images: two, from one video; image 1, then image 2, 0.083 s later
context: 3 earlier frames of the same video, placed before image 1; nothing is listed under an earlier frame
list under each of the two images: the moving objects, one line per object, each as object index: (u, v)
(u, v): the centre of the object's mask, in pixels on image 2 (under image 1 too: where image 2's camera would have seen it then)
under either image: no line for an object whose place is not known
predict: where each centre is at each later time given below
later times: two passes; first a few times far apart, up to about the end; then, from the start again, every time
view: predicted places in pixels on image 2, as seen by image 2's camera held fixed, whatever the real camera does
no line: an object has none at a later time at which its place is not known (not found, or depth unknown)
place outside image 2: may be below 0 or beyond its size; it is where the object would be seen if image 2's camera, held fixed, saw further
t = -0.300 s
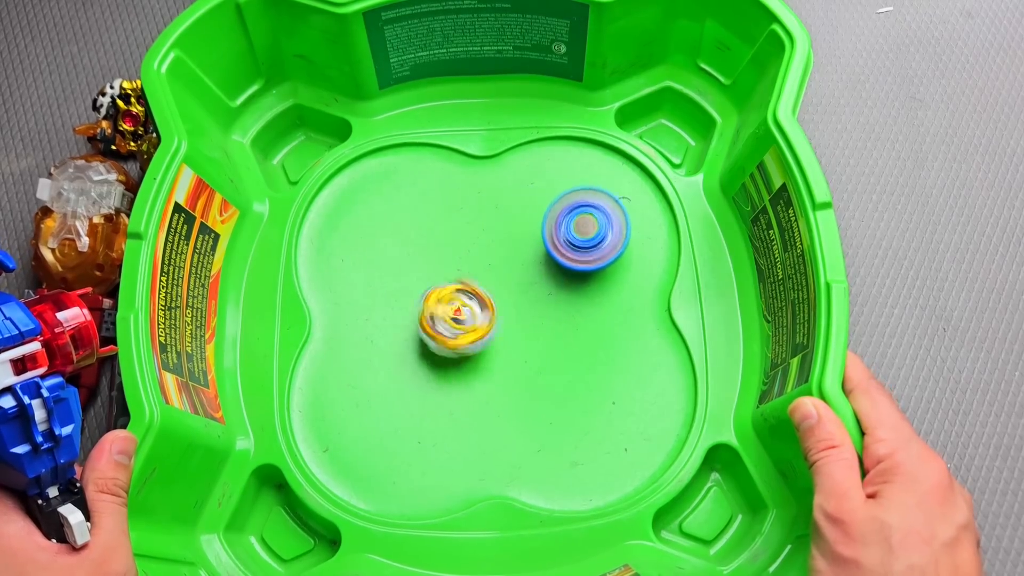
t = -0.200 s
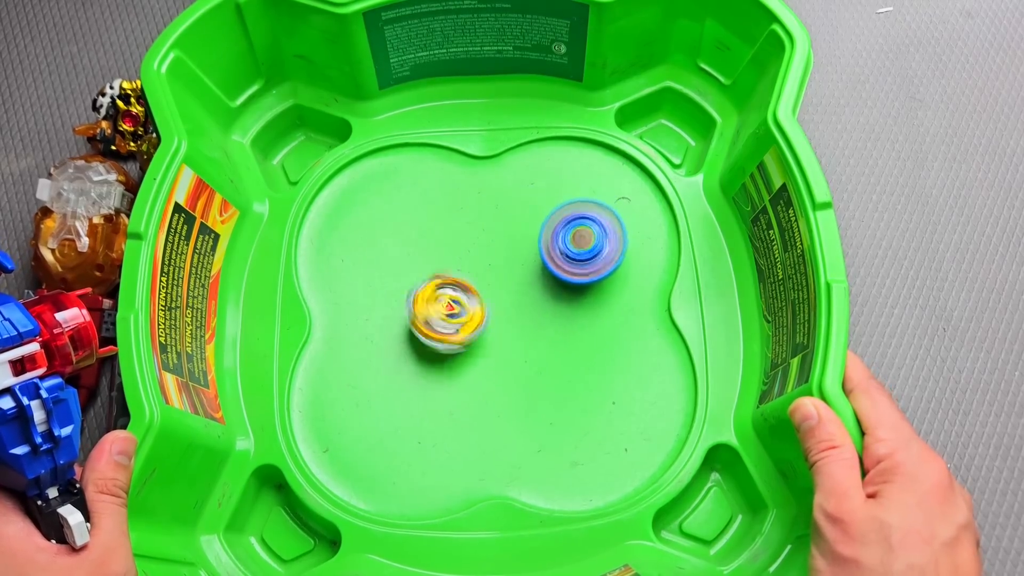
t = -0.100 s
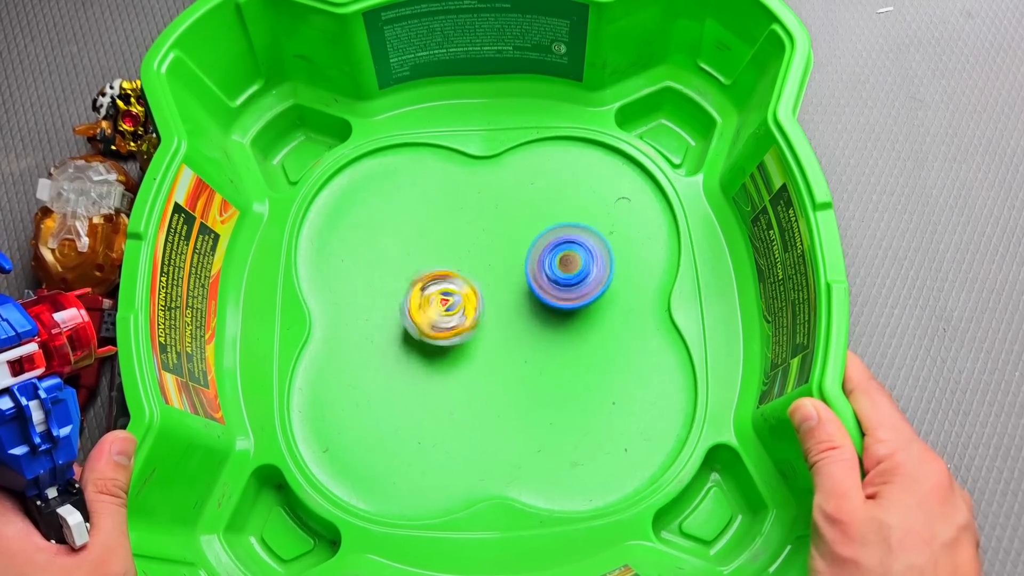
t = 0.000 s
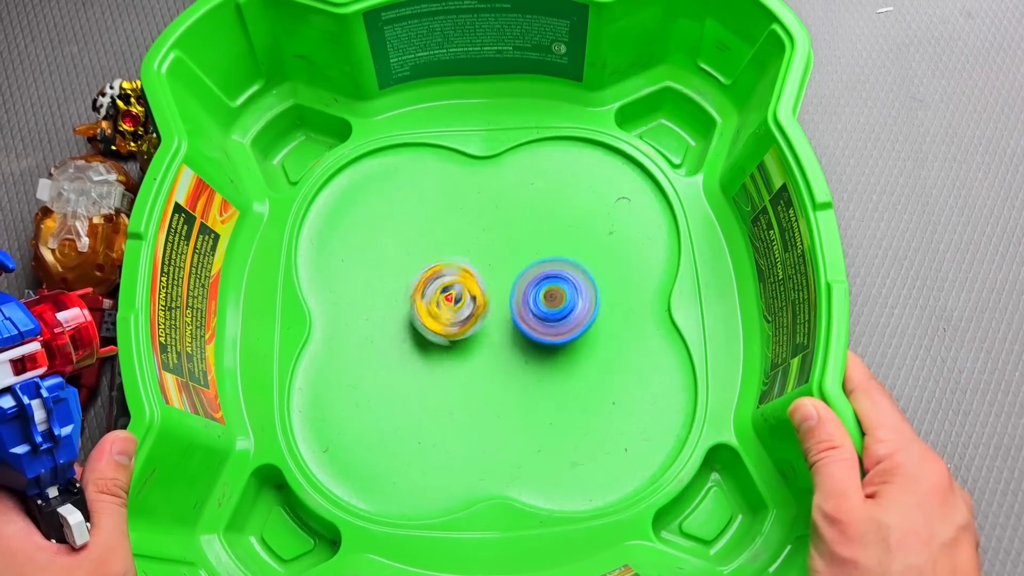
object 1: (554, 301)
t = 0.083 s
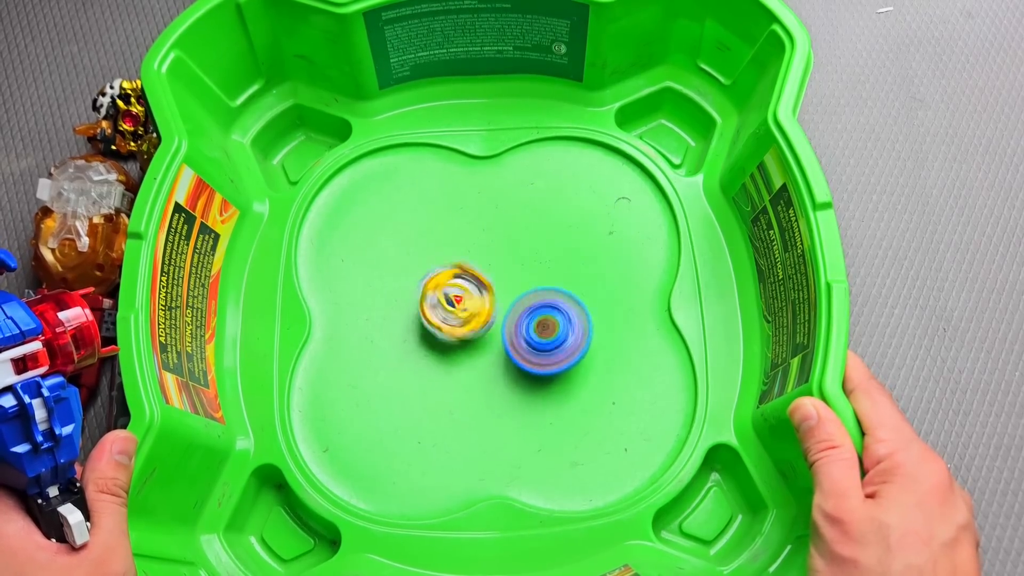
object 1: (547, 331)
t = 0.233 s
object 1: (548, 377)
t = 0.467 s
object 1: (570, 415)
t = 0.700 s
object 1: (543, 397)
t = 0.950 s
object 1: (498, 374)
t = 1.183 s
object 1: (432, 360)
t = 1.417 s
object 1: (418, 366)
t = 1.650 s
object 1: (373, 361)
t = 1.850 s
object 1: (346, 341)
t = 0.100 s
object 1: (546, 337)
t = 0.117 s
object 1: (546, 342)
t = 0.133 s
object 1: (545, 347)
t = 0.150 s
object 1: (544, 352)
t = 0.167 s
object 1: (543, 357)
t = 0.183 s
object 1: (544, 362)
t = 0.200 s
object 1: (545, 367)
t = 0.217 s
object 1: (546, 372)
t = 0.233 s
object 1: (548, 377)
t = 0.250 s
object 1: (549, 383)
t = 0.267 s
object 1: (552, 388)
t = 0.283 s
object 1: (556, 393)
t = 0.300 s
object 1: (559, 396)
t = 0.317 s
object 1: (561, 400)
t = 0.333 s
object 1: (563, 404)
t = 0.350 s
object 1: (566, 408)
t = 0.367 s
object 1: (568, 410)
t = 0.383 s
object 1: (570, 411)
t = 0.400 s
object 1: (570, 413)
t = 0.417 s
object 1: (571, 415)
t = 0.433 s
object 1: (572, 416)
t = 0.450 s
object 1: (571, 416)
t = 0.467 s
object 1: (570, 415)
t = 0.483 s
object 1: (568, 414)
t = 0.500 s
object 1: (567, 413)
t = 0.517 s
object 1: (566, 411)
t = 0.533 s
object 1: (563, 408)
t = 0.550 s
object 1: (559, 404)
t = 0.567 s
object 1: (556, 402)
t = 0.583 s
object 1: (553, 399)
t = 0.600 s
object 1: (551, 397)
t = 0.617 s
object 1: (549, 395)
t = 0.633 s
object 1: (547, 395)
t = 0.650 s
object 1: (546, 395)
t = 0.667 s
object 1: (546, 396)
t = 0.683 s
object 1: (545, 397)
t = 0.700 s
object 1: (543, 397)
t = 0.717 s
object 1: (542, 397)
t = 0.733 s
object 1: (541, 396)
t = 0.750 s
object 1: (538, 394)
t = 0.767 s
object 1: (536, 394)
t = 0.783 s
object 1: (533, 393)
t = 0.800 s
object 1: (531, 391)
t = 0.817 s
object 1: (527, 389)
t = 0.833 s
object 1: (524, 389)
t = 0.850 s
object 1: (521, 388)
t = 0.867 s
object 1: (518, 385)
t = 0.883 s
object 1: (513, 382)
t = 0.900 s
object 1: (510, 382)
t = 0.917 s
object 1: (507, 379)
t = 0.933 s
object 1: (503, 376)
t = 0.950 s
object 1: (498, 374)
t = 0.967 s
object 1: (495, 373)
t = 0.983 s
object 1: (491, 370)
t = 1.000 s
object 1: (485, 367)
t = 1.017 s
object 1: (480, 366)
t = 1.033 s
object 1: (477, 365)
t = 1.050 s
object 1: (471, 361)
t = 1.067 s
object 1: (465, 360)
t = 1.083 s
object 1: (460, 360)
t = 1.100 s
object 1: (456, 359)
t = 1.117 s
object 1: (451, 358)
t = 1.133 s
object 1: (445, 359)
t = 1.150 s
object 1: (442, 359)
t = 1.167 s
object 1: (438, 359)
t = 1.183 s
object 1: (432, 360)
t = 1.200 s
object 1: (429, 362)
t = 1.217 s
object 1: (427, 363)
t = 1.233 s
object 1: (424, 364)
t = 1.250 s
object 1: (421, 365)
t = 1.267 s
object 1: (420, 366)
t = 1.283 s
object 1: (419, 366)
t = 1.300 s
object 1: (417, 367)
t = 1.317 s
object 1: (417, 368)
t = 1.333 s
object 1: (418, 367)
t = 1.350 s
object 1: (417, 367)
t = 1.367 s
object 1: (418, 368)
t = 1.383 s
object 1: (420, 367)
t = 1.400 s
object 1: (419, 366)
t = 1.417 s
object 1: (418, 366)
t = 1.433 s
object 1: (413, 367)
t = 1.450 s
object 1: (408, 366)
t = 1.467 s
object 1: (403, 366)
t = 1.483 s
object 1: (400, 367)
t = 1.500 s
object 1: (397, 366)
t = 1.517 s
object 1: (392, 366)
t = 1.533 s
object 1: (390, 367)
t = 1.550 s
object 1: (387, 365)
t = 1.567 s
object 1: (383, 364)
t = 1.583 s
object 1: (380, 365)
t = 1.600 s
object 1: (378, 363)
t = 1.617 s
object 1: (375, 362)
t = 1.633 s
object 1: (374, 362)
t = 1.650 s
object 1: (373, 361)
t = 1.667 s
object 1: (371, 359)
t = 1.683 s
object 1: (370, 360)
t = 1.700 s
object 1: (371, 357)
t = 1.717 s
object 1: (370, 356)
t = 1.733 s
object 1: (372, 356)
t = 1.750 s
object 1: (374, 353)
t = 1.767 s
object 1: (373, 351)
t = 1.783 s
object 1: (368, 350)
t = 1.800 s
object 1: (362, 346)
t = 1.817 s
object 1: (355, 345)
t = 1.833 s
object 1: (351, 344)
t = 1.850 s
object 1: (346, 341)
